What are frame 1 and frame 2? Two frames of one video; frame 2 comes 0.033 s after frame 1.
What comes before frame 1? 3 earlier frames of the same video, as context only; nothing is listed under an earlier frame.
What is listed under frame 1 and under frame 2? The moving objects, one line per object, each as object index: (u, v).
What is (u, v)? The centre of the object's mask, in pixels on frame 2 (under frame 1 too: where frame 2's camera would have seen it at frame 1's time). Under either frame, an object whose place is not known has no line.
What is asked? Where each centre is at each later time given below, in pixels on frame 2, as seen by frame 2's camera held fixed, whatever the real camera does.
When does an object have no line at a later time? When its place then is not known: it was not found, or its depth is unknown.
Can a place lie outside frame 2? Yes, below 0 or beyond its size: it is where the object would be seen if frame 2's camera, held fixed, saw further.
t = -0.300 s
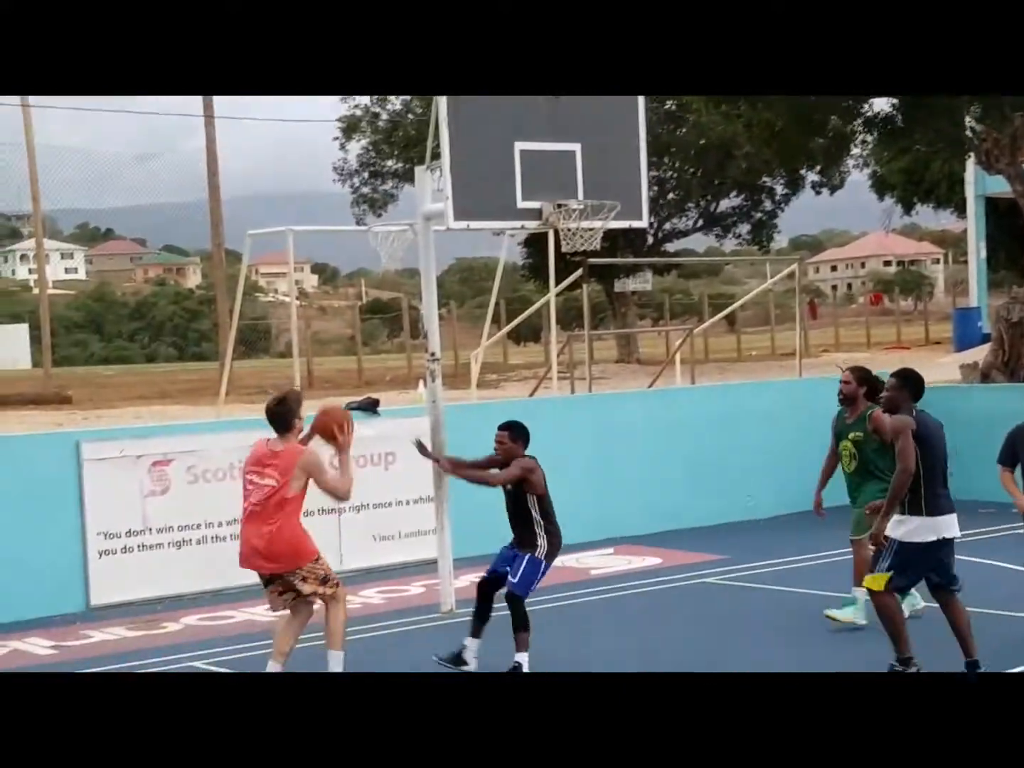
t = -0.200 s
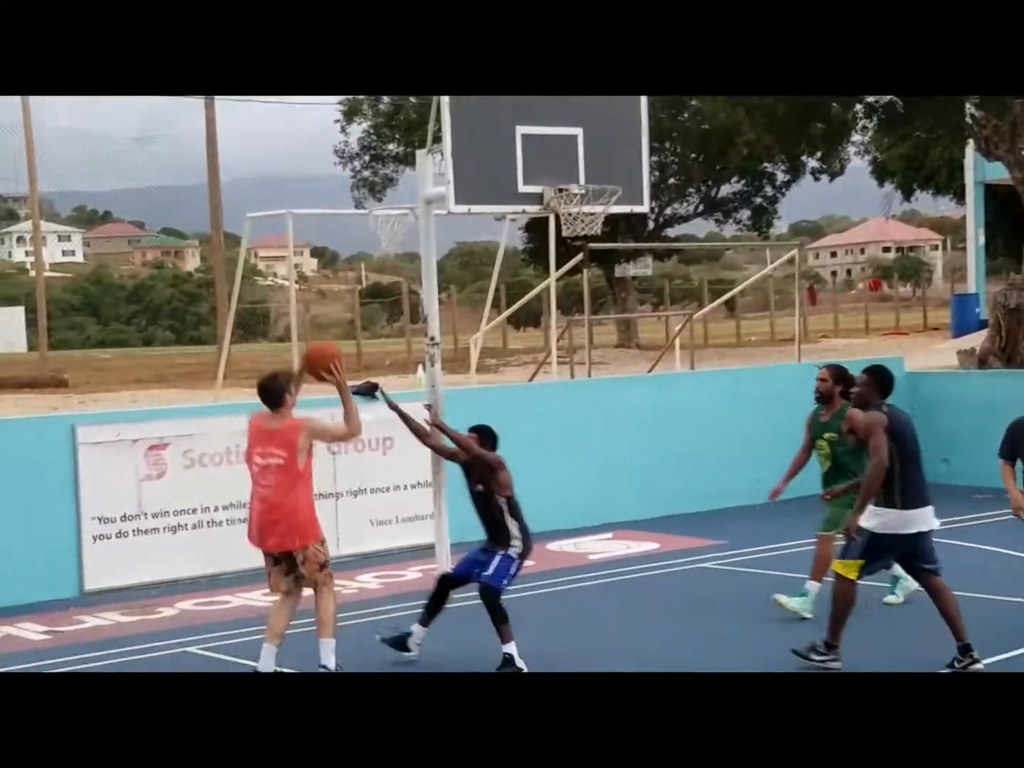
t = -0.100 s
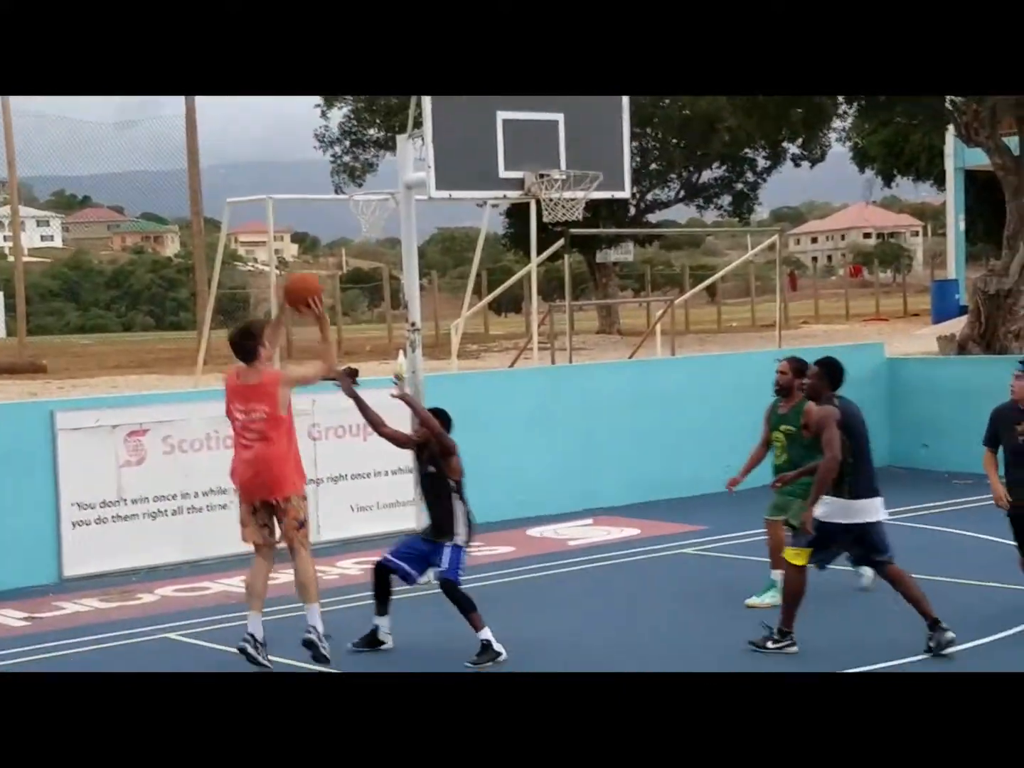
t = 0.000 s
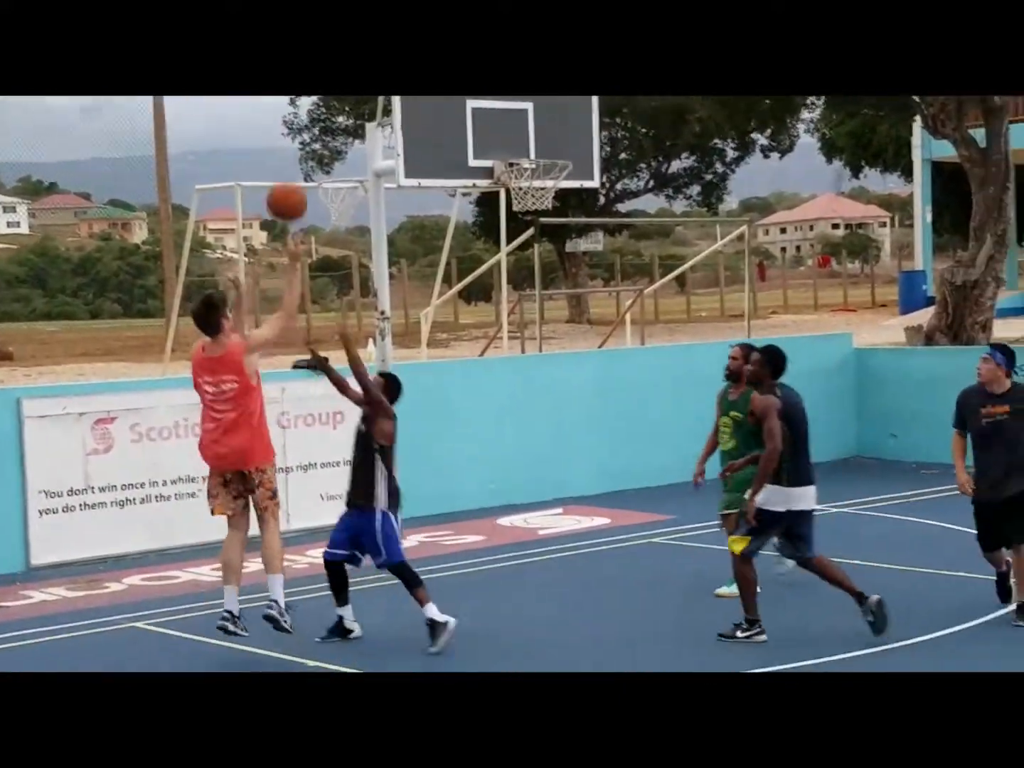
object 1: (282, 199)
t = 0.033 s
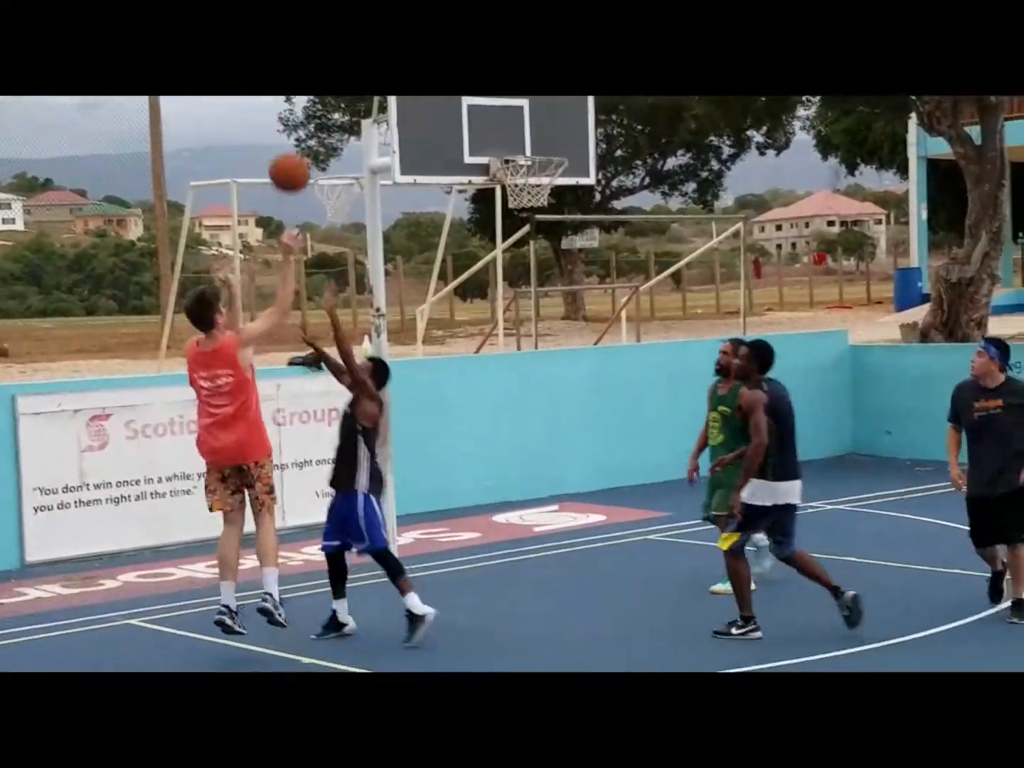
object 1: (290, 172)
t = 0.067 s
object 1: (297, 148)
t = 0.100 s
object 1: (304, 127)
